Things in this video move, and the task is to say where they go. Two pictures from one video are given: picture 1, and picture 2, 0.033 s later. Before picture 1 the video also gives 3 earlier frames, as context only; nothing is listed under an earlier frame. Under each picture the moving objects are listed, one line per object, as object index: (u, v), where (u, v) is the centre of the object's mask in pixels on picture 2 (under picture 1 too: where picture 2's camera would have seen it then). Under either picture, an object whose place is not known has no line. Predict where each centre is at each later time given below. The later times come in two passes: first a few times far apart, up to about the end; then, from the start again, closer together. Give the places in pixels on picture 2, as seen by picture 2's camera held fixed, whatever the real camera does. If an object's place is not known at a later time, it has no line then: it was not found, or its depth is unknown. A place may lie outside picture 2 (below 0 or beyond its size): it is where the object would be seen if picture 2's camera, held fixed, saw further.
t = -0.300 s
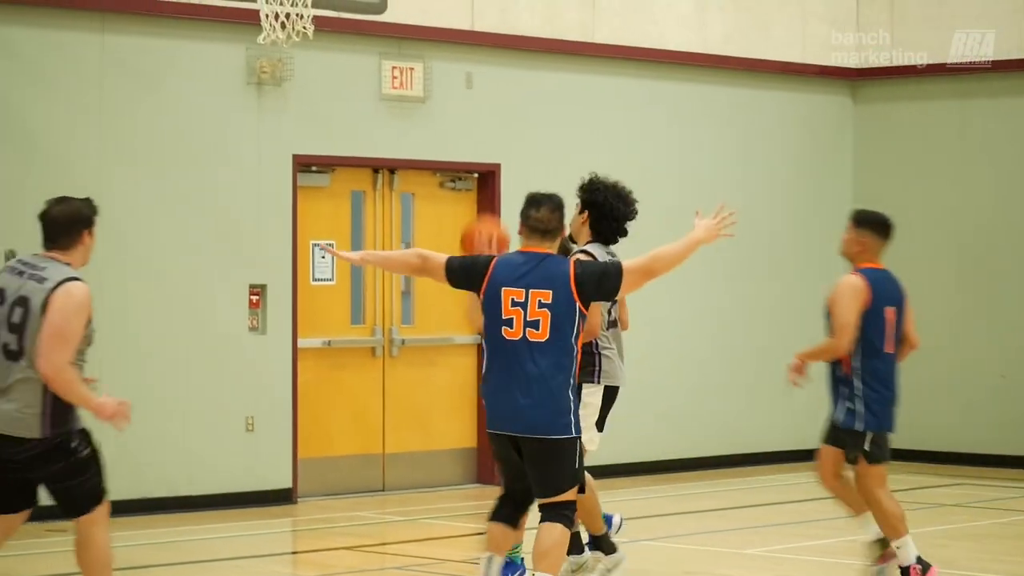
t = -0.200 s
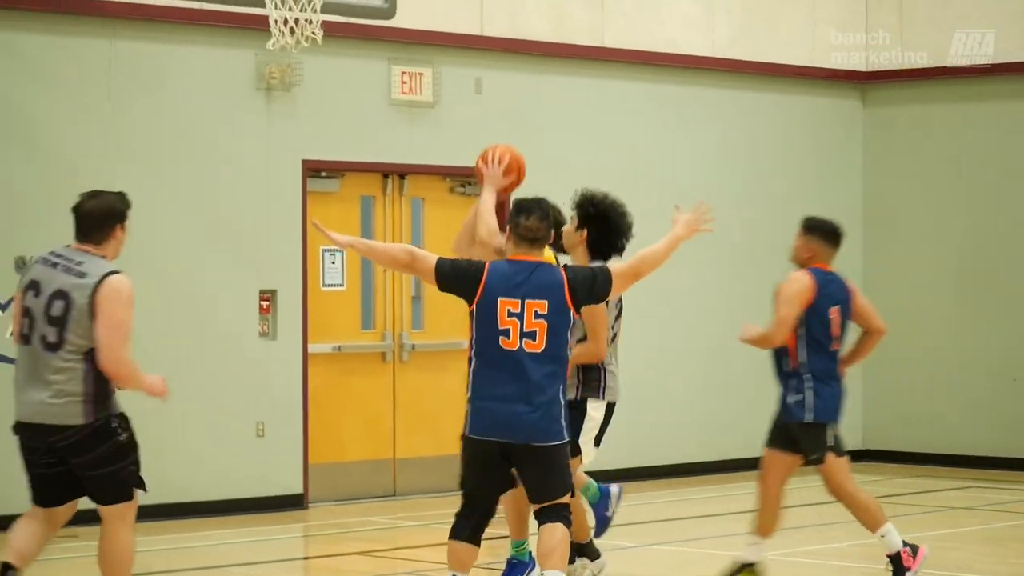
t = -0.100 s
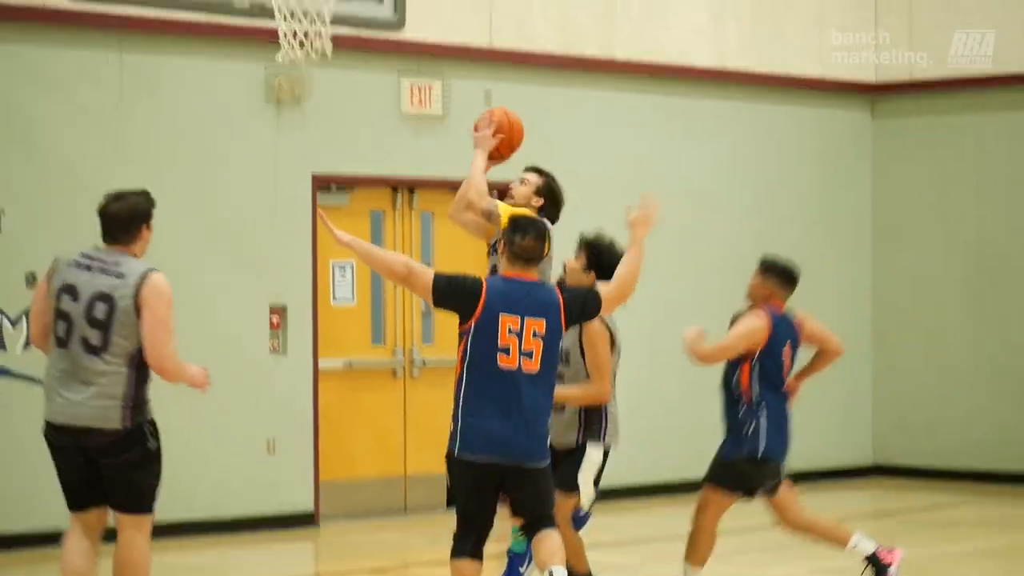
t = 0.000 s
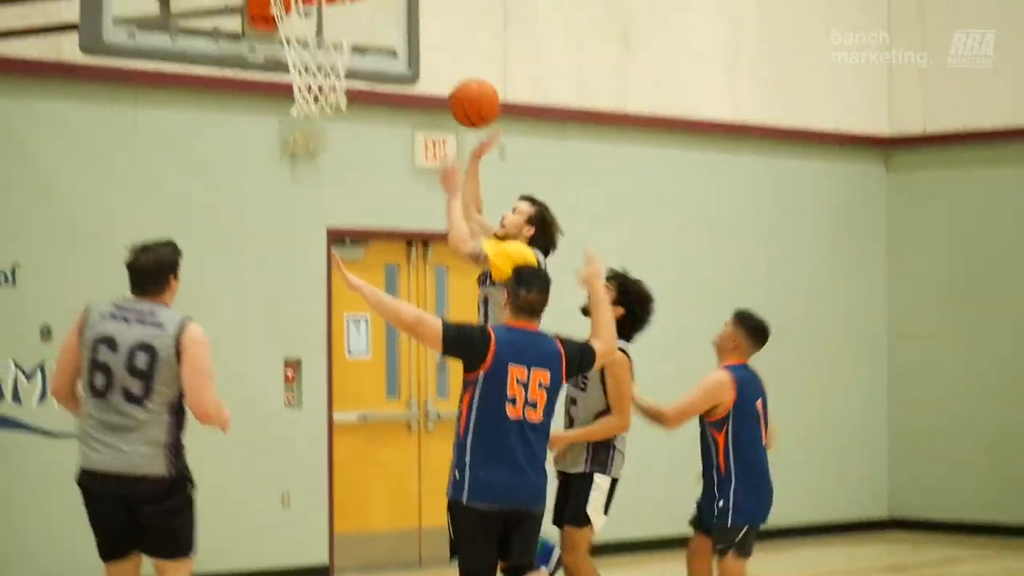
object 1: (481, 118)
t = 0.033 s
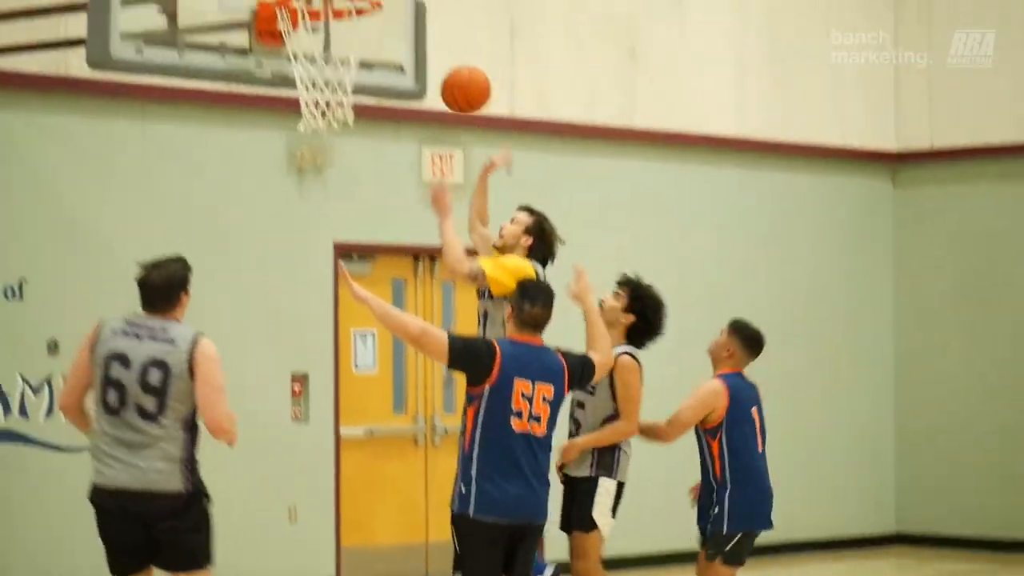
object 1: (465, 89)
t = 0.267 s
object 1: (373, -40)
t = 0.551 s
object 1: (357, -21)
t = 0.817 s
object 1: (301, 49)
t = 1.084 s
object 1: (304, 126)
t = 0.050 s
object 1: (458, 76)
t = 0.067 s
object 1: (450, 63)
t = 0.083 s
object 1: (443, 51)
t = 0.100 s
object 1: (435, 39)
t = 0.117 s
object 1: (427, 29)
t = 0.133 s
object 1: (419, 18)
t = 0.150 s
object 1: (411, 8)
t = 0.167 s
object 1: (404, -1)
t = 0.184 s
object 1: (395, -10)
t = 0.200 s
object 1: (387, -18)
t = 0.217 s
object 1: (380, -26)
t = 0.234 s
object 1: (375, -32)
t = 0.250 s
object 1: (374, -36)
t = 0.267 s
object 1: (373, -40)
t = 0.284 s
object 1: (372, -43)
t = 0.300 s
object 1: (371, -45)
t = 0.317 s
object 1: (370, -47)
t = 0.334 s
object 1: (370, -48)
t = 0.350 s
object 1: (369, -49)
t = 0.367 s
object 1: (368, -49)
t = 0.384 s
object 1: (367, -49)
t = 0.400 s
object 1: (366, -47)
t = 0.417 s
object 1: (365, -45)
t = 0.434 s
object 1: (365, -43)
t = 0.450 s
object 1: (364, -40)
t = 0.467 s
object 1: (363, -36)
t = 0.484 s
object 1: (363, -32)
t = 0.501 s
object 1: (362, -28)
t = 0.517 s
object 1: (361, -24)
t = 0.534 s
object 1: (360, -21)
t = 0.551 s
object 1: (357, -21)
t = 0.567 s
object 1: (352, -21)
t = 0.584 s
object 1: (348, -20)
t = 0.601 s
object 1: (344, -19)
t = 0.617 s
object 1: (340, -8)
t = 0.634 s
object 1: (336, -4)
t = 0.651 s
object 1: (330, 1)
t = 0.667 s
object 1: (327, 6)
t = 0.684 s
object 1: (323, 11)
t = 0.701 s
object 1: (320, 19)
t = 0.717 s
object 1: (315, 25)
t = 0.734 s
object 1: (311, 30)
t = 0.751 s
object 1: (307, 36)
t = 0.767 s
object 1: (305, 39)
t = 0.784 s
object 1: (303, 43)
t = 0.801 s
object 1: (302, 45)
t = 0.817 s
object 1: (301, 49)
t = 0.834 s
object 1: (299, 52)
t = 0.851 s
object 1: (298, 56)
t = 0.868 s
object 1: (298, 58)
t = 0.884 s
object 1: (298, 60)
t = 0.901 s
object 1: (298, 64)
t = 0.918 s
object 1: (297, 67)
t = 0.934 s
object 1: (297, 70)
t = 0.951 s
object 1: (297, 79)
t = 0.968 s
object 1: (297, 82)
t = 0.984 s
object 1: (299, 86)
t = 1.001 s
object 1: (299, 91)
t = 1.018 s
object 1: (299, 96)
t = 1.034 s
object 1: (301, 104)
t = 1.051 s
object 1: (302, 111)
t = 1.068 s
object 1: (302, 119)
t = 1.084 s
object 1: (304, 126)
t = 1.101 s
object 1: (304, 136)
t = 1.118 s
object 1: (305, 144)
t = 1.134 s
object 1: (306, 155)
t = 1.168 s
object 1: (307, 177)
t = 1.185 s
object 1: (308, 190)
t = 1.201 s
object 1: (309, 202)
